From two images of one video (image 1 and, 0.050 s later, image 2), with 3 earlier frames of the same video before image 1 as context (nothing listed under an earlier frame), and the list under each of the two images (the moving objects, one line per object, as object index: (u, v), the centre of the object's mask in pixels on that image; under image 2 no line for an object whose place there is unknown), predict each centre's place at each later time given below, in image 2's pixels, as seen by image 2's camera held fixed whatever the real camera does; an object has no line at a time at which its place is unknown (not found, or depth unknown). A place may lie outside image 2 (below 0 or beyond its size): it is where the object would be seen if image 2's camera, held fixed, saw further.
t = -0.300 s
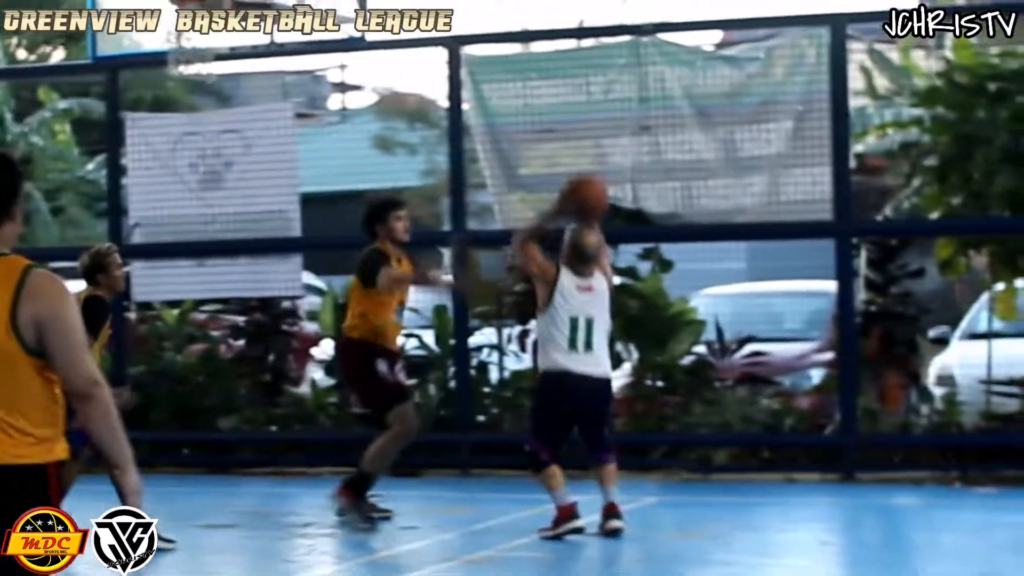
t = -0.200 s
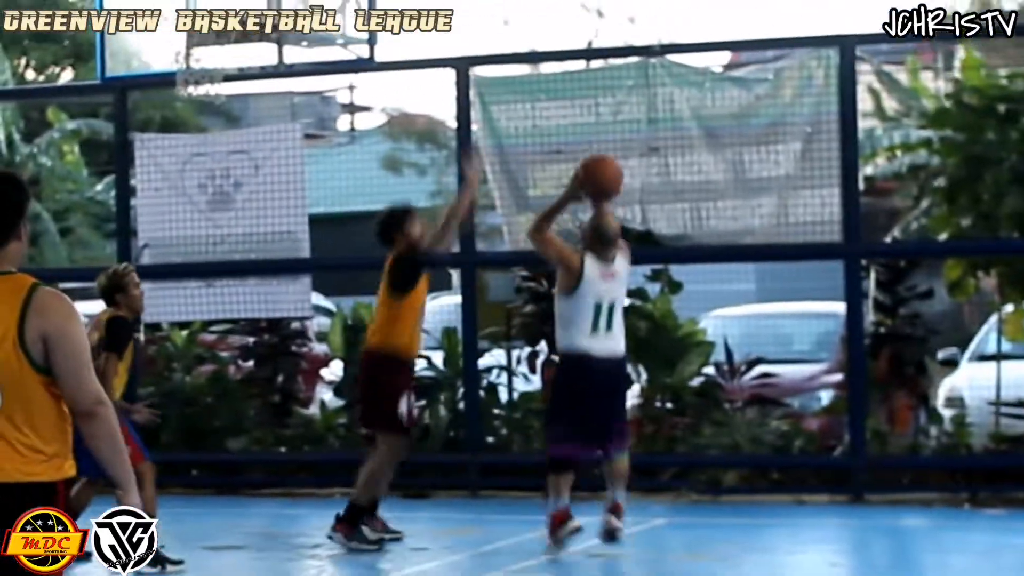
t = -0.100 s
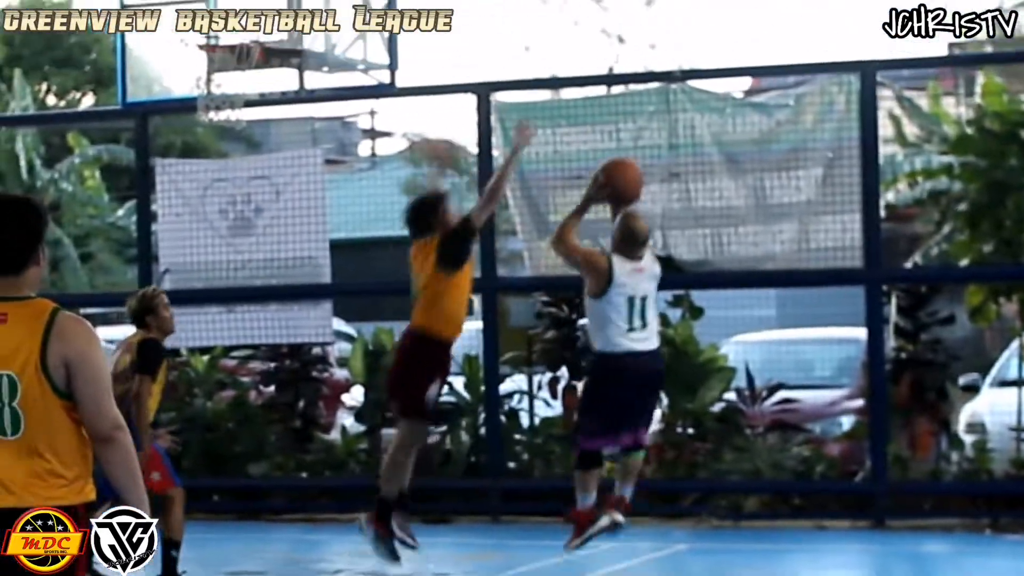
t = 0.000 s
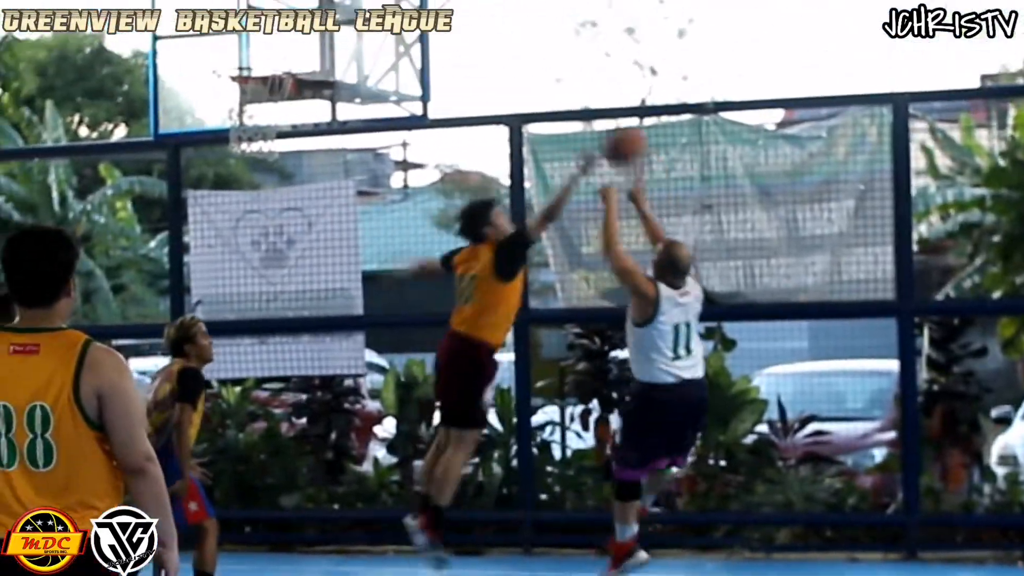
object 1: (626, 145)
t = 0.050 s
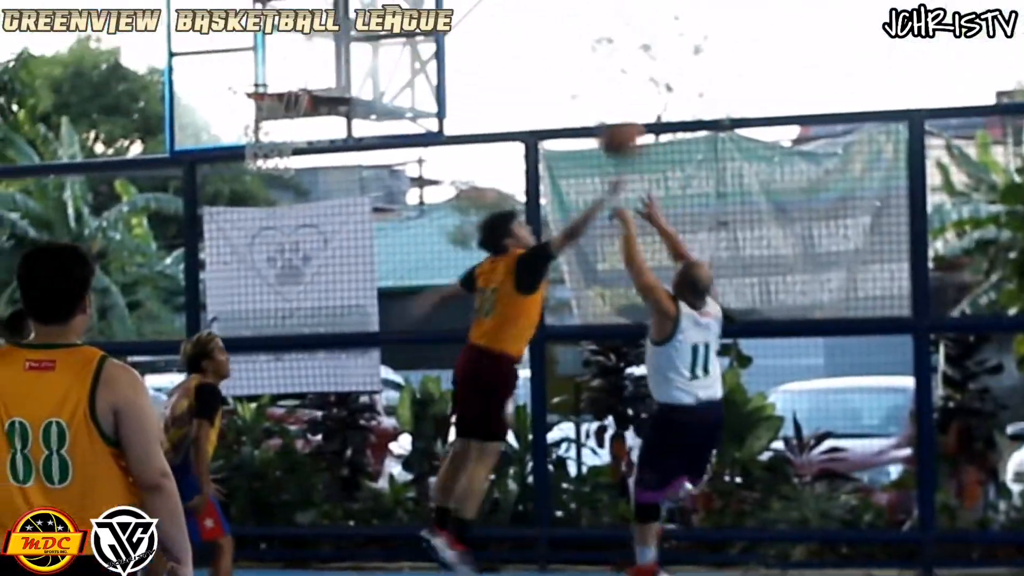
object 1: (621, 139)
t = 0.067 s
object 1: (601, 114)
